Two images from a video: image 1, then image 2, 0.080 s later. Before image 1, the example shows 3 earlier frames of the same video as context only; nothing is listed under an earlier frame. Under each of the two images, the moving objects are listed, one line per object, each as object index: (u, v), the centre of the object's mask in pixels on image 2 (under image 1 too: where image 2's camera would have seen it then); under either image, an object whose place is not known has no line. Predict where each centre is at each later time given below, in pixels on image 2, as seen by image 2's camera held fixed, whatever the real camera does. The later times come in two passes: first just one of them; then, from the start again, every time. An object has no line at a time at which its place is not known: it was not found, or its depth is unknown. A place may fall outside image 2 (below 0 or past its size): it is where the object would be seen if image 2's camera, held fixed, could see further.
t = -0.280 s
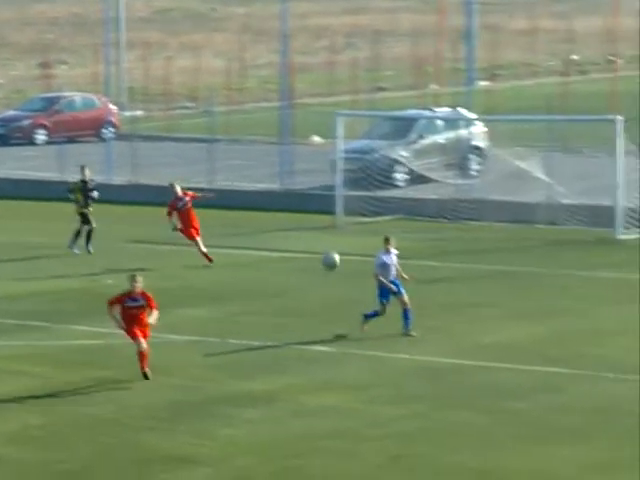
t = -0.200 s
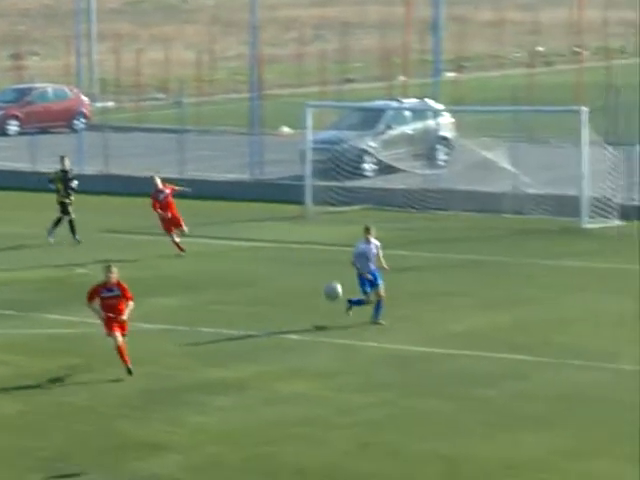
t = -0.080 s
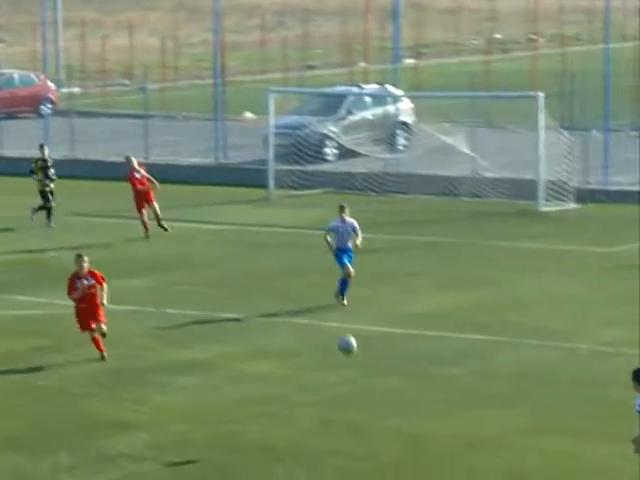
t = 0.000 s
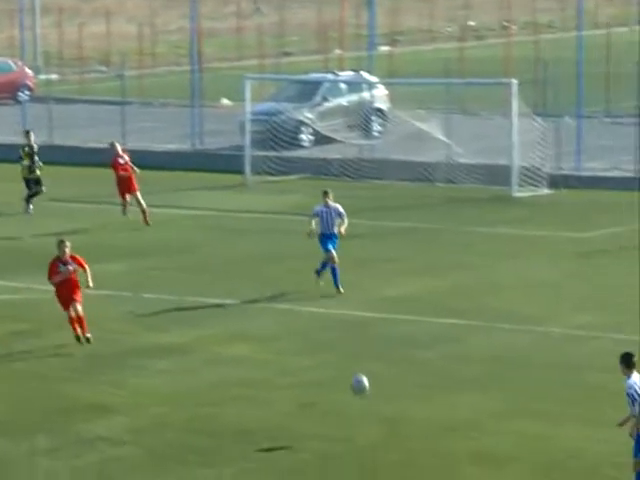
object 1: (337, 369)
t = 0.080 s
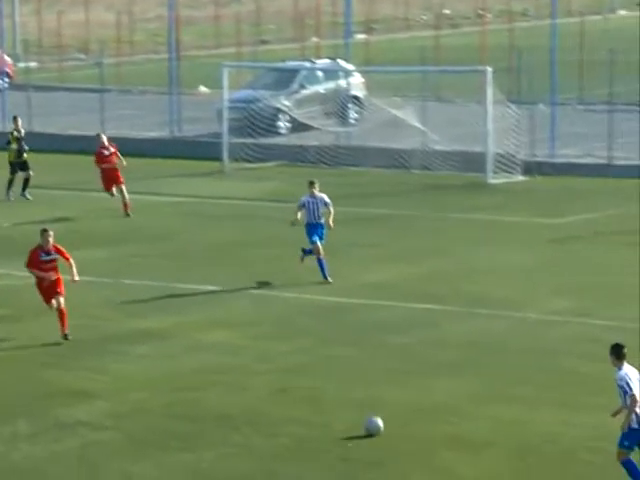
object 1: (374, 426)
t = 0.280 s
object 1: (415, 361)
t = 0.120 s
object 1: (382, 412)
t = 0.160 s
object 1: (391, 398)
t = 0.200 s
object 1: (399, 384)
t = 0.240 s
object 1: (407, 371)
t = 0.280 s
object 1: (415, 361)
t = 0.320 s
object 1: (424, 352)
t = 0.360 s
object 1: (433, 344)
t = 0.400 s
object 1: (441, 338)
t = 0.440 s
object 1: (450, 333)
